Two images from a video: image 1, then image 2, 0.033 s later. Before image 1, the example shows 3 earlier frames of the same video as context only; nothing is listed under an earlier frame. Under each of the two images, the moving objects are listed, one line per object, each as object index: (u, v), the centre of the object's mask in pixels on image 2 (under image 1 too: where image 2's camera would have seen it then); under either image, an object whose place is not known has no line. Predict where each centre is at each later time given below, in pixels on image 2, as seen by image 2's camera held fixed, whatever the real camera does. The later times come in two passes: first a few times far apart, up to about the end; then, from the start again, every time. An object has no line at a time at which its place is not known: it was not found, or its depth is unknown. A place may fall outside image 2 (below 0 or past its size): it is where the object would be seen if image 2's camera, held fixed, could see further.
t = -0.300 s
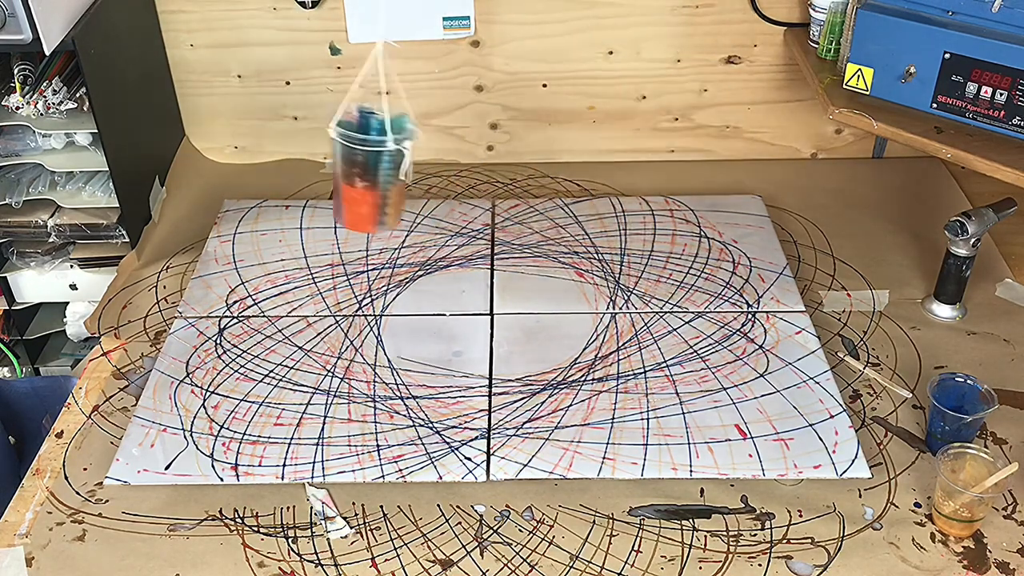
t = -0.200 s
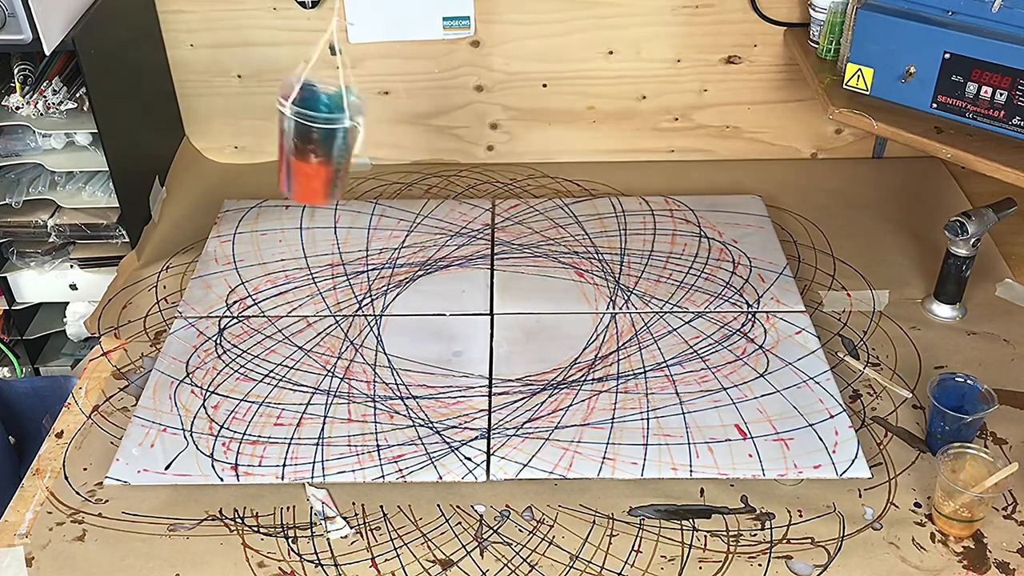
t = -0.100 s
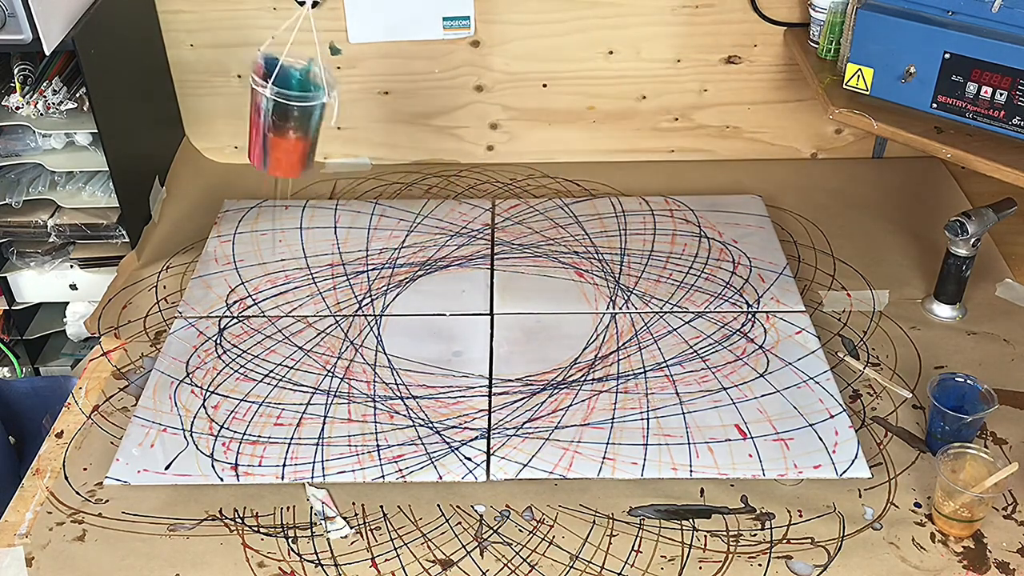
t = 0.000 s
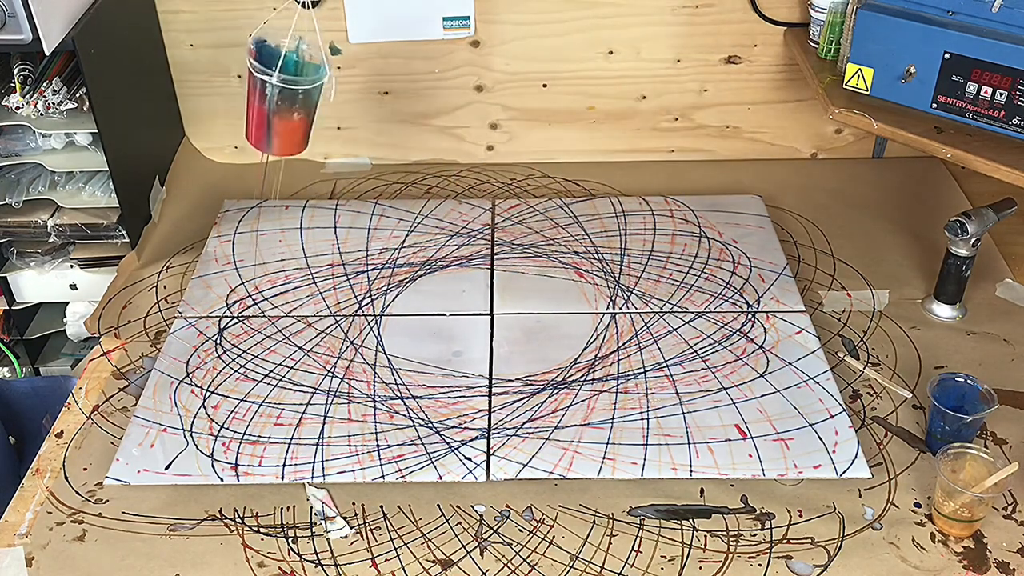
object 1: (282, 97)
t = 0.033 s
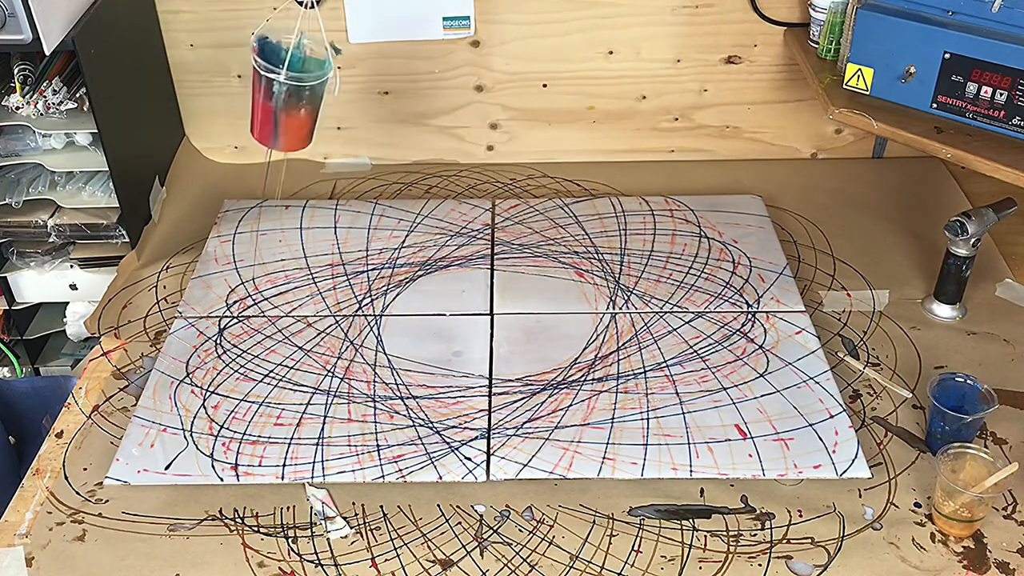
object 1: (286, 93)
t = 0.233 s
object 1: (361, 86)
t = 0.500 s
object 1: (532, 116)
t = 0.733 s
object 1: (665, 134)
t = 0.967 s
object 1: (689, 163)
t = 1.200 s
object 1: (564, 194)
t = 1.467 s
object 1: (373, 166)
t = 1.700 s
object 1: (297, 99)
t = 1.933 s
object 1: (342, 78)
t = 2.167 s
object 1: (468, 103)
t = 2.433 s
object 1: (630, 138)
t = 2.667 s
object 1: (686, 164)
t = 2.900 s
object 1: (599, 196)
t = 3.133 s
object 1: (437, 185)
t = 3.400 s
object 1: (316, 111)
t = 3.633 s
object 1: (331, 71)
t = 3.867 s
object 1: (435, 91)
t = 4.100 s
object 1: (573, 130)
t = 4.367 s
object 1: (673, 165)
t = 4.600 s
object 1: (627, 194)
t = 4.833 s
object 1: (481, 196)
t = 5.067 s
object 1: (355, 136)
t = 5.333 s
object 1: (333, 78)
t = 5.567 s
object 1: (412, 83)
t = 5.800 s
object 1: (535, 121)
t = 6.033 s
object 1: (641, 160)
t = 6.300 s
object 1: (639, 195)
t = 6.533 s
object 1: (516, 203)
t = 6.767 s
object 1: (386, 153)
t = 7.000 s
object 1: (338, 84)
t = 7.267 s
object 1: (392, 73)
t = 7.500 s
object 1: (503, 108)
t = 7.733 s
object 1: (611, 156)
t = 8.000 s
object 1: (641, 194)
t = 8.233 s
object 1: (545, 209)
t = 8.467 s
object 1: (418, 170)
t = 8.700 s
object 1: (352, 98)
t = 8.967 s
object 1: (386, 66)
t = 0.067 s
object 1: (294, 89)
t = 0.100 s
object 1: (303, 86)
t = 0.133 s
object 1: (315, 82)
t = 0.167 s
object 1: (328, 83)
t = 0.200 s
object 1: (344, 84)
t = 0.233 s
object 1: (361, 86)
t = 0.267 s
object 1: (379, 89)
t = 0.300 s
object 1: (399, 92)
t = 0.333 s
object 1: (420, 96)
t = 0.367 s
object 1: (442, 99)
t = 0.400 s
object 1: (465, 106)
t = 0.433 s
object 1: (486, 108)
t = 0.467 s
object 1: (509, 113)
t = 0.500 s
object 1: (532, 116)
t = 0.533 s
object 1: (554, 119)
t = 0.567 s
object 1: (577, 121)
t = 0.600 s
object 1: (597, 124)
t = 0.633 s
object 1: (617, 127)
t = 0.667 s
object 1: (635, 131)
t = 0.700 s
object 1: (651, 131)
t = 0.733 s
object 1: (665, 134)
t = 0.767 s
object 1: (678, 137)
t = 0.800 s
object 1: (688, 142)
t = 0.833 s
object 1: (693, 144)
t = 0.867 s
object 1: (697, 149)
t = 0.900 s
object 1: (698, 153)
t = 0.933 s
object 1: (695, 157)
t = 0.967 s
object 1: (689, 163)
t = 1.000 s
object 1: (681, 168)
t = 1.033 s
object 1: (668, 175)
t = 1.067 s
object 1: (653, 180)
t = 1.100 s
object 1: (635, 186)
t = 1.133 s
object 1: (612, 191)
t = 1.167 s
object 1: (587, 192)
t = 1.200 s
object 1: (564, 194)
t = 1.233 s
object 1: (541, 195)
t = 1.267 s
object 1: (515, 194)
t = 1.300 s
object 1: (490, 193)
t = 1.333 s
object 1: (465, 190)
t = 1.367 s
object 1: (441, 184)
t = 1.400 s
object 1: (417, 180)
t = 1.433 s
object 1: (394, 174)
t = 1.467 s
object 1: (373, 166)
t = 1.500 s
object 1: (355, 157)
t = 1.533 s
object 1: (339, 144)
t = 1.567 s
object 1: (324, 139)
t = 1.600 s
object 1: (313, 129)
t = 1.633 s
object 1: (305, 119)
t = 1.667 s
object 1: (299, 110)
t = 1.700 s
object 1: (297, 99)
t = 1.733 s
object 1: (295, 97)
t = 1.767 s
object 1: (297, 91)
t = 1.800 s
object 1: (302, 86)
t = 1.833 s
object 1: (309, 84)
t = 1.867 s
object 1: (318, 78)
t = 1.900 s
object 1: (329, 77)
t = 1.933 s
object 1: (342, 78)
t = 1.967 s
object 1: (356, 79)
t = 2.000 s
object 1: (372, 81)
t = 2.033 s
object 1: (389, 84)
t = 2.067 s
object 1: (407, 90)
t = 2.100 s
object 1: (427, 94)
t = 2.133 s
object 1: (447, 98)
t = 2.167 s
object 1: (468, 103)
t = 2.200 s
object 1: (490, 111)
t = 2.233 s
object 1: (512, 115)
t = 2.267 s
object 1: (533, 119)
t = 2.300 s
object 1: (554, 124)
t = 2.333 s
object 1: (574, 127)
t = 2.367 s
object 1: (594, 132)
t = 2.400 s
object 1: (612, 135)
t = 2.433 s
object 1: (630, 138)
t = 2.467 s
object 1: (645, 142)
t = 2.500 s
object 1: (658, 145)
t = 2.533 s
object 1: (669, 148)
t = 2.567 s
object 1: (677, 152)
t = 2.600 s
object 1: (683, 155)
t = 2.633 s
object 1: (686, 160)
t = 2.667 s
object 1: (686, 164)
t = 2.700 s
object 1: (683, 168)
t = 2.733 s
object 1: (677, 176)
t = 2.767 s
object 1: (667, 181)
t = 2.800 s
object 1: (654, 186)
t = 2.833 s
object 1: (636, 189)
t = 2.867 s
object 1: (619, 194)
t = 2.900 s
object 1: (599, 196)
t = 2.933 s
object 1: (578, 199)
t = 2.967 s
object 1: (555, 200)
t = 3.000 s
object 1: (532, 200)
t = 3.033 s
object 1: (508, 199)
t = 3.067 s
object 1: (484, 195)
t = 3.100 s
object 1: (460, 193)
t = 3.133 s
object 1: (437, 185)
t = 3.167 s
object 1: (415, 179)
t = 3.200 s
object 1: (395, 171)
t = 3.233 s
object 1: (376, 162)
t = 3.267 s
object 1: (360, 152)
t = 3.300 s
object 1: (345, 143)
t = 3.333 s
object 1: (333, 133)
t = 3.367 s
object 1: (324, 121)
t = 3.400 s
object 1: (316, 111)
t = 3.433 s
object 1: (311, 103)
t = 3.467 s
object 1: (309, 95)
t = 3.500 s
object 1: (309, 88)
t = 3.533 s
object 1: (311, 81)
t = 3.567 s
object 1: (316, 77)
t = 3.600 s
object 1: (322, 74)
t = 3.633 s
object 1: (331, 71)
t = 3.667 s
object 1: (342, 71)
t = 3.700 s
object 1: (354, 71)
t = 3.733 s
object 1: (367, 73)
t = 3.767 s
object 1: (382, 77)
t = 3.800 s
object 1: (399, 81)
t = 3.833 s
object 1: (416, 85)
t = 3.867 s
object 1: (435, 91)
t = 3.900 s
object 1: (454, 96)
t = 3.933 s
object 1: (474, 102)
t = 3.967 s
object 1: (494, 110)
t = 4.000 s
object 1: (514, 114)
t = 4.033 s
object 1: (534, 120)
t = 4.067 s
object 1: (554, 125)
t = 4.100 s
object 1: (573, 130)
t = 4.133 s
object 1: (591, 135)
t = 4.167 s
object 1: (609, 140)
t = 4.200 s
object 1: (625, 144)
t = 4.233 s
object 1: (639, 148)
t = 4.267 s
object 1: (651, 152)
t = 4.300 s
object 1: (661, 156)
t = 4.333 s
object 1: (668, 160)
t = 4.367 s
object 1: (673, 165)
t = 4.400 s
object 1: (676, 170)
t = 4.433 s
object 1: (674, 174)
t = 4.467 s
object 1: (671, 179)
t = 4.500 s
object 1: (664, 183)
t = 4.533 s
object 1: (654, 186)
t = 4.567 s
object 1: (642, 193)
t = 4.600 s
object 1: (627, 194)
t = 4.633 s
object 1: (610, 199)
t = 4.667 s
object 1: (590, 200)
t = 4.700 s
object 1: (570, 202)
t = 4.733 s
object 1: (548, 203)
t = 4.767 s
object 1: (526, 202)
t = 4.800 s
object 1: (504, 198)
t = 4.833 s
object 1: (481, 196)
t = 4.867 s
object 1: (459, 189)
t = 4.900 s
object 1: (438, 181)
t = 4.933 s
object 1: (418, 174)
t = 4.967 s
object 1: (400, 168)
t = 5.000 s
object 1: (383, 155)
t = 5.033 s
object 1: (368, 146)
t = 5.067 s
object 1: (355, 136)
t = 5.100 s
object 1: (345, 128)
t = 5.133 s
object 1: (336, 119)
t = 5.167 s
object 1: (330, 105)
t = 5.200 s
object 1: (326, 101)
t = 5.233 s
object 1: (325, 90)
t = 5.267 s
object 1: (325, 87)
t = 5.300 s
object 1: (328, 81)
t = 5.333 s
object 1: (333, 78)
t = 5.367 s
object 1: (339, 74)
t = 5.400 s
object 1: (348, 73)
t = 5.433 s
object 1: (358, 73)
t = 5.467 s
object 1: (369, 74)
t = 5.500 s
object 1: (383, 76)
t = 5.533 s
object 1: (396, 80)
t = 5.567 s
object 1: (412, 83)
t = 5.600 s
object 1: (428, 89)
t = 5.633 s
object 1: (445, 92)
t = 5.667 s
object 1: (461, 95)
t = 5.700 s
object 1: (480, 102)
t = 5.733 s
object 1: (498, 109)
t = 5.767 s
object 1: (517, 115)
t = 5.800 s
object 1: (535, 121)
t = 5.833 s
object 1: (553, 128)
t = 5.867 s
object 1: (570, 134)
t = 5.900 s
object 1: (586, 139)
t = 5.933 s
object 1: (602, 145)
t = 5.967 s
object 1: (617, 150)
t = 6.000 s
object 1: (630, 154)
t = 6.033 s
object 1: (641, 160)
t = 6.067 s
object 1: (650, 163)
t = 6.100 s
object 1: (657, 169)
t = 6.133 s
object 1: (660, 172)
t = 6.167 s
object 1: (662, 178)
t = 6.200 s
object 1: (660, 181)
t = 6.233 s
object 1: (656, 186)
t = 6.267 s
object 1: (649, 190)
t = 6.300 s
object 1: (639, 195)
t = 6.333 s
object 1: (627, 198)
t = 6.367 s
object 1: (612, 202)
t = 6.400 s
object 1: (595, 203)
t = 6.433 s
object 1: (578, 205)
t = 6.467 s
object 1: (557, 204)
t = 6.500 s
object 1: (537, 204)
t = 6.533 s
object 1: (516, 203)
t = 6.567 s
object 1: (495, 199)
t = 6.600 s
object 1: (475, 194)
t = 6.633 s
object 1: (455, 188)
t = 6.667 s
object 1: (436, 180)
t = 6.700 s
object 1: (418, 172)
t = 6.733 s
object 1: (401, 163)
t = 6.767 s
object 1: (386, 153)
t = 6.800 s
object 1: (373, 143)
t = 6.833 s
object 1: (361, 135)
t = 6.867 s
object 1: (353, 122)
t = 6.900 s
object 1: (346, 111)
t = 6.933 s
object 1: (341, 101)
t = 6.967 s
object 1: (338, 93)
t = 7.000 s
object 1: (338, 84)
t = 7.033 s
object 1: (339, 78)
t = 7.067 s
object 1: (341, 76)
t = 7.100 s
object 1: (347, 67)
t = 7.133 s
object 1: (354, 64)
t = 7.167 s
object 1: (361, 67)
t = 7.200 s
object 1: (370, 68)
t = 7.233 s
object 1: (382, 63)
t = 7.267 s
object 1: (392, 73)
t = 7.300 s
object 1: (405, 77)
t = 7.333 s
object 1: (421, 74)
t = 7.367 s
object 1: (437, 79)
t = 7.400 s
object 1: (452, 86)
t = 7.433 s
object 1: (468, 92)
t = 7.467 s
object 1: (485, 99)
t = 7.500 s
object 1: (503, 108)
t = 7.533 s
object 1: (520, 115)
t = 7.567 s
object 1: (537, 124)
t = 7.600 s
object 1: (553, 132)
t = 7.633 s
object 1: (569, 136)
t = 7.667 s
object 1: (585, 143)
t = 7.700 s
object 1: (598, 150)
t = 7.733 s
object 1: (611, 156)
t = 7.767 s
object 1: (622, 161)
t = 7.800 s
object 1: (632, 167)
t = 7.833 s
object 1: (639, 172)
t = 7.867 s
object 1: (645, 177)
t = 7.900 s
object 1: (647, 181)
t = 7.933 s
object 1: (648, 186)
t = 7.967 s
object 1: (646, 190)
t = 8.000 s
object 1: (641, 194)
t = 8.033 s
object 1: (633, 198)
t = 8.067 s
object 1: (623, 202)
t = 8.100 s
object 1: (611, 204)
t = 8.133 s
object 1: (597, 207)
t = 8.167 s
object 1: (581, 208)
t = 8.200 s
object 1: (563, 209)
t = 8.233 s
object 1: (545, 209)
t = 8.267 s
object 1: (526, 207)
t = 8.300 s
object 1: (507, 204)
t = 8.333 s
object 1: (488, 200)
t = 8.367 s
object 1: (469, 194)
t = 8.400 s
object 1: (451, 187)
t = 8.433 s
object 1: (434, 179)
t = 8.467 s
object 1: (418, 170)
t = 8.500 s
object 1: (403, 161)
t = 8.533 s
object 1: (390, 150)
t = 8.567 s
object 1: (379, 141)
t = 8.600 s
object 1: (368, 128)
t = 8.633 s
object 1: (361, 117)
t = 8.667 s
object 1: (356, 108)
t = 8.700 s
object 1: (352, 98)
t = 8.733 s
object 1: (350, 92)
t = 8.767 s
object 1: (350, 84)
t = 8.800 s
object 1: (351, 78)
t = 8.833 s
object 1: (354, 73)
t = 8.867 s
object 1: (360, 69)
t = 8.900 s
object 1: (366, 66)
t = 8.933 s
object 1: (375, 65)
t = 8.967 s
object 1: (386, 66)
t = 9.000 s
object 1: (395, 67)
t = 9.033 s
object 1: (406, 71)
